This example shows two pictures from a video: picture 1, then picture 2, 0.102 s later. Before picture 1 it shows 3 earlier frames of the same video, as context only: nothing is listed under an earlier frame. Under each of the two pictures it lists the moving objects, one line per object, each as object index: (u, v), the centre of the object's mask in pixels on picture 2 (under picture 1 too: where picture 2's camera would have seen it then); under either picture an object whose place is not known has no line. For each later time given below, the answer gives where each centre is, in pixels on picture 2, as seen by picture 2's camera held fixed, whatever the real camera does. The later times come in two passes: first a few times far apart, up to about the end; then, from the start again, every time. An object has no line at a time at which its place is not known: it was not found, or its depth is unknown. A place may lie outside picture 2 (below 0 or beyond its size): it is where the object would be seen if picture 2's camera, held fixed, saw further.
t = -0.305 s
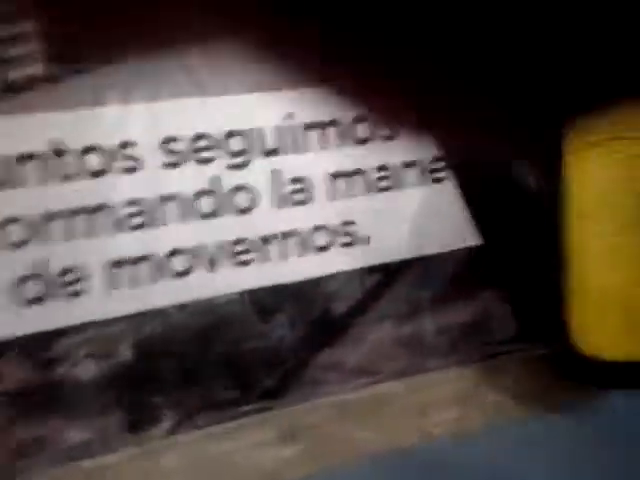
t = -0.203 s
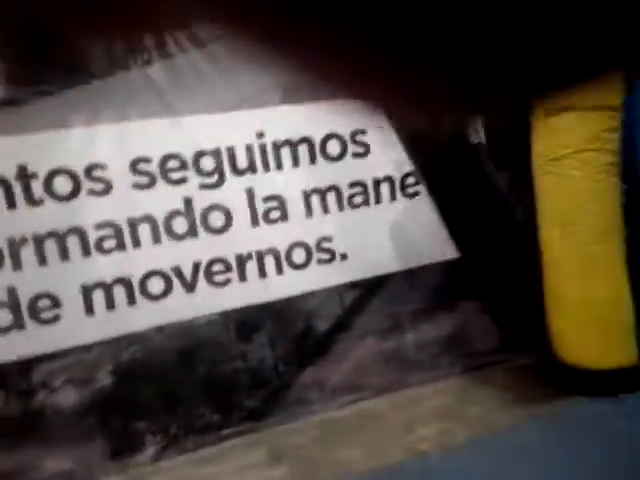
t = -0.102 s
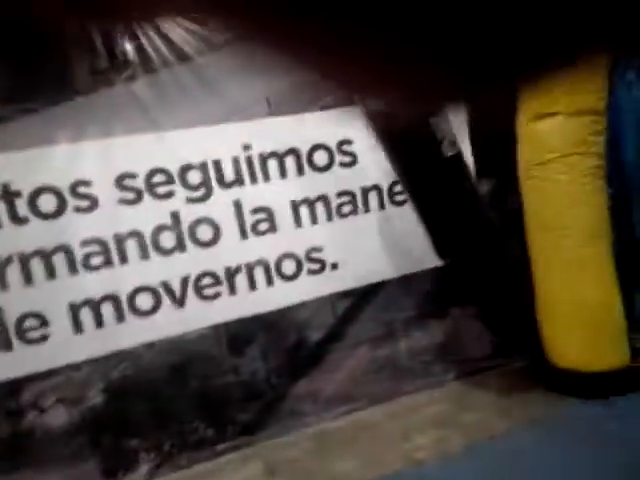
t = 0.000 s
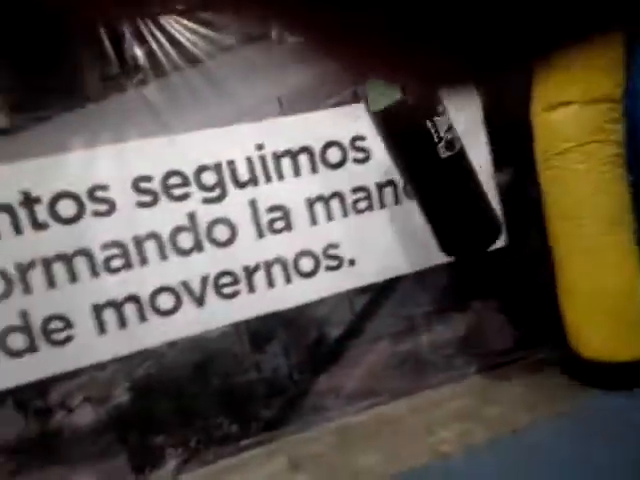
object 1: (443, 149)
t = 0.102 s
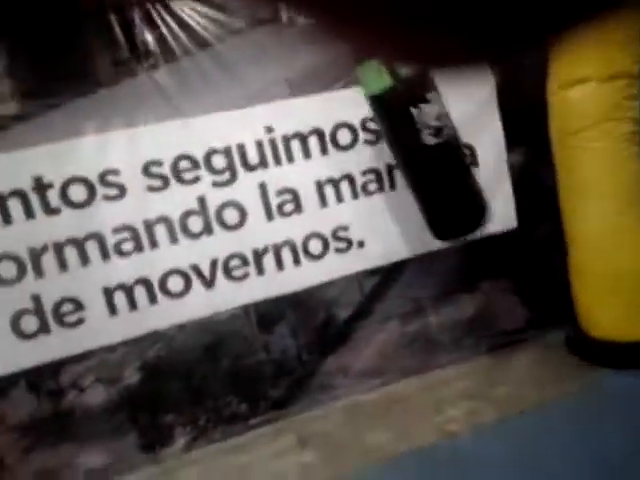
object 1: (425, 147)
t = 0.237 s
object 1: (399, 157)
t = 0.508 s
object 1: (330, 155)
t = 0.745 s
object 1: (274, 157)
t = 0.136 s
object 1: (418, 148)
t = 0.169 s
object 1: (412, 153)
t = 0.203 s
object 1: (404, 155)
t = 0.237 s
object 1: (399, 157)
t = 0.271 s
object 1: (392, 158)
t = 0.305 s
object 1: (383, 159)
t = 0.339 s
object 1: (375, 160)
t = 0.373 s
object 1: (367, 163)
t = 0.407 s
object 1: (358, 163)
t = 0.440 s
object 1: (345, 161)
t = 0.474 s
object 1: (337, 159)
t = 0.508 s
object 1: (330, 155)
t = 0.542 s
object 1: (321, 157)
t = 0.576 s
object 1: (313, 156)
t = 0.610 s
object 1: (304, 158)
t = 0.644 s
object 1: (295, 156)
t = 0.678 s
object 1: (288, 154)
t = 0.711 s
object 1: (280, 157)
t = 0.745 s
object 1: (274, 157)
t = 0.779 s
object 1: (267, 159)
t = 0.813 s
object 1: (262, 160)
